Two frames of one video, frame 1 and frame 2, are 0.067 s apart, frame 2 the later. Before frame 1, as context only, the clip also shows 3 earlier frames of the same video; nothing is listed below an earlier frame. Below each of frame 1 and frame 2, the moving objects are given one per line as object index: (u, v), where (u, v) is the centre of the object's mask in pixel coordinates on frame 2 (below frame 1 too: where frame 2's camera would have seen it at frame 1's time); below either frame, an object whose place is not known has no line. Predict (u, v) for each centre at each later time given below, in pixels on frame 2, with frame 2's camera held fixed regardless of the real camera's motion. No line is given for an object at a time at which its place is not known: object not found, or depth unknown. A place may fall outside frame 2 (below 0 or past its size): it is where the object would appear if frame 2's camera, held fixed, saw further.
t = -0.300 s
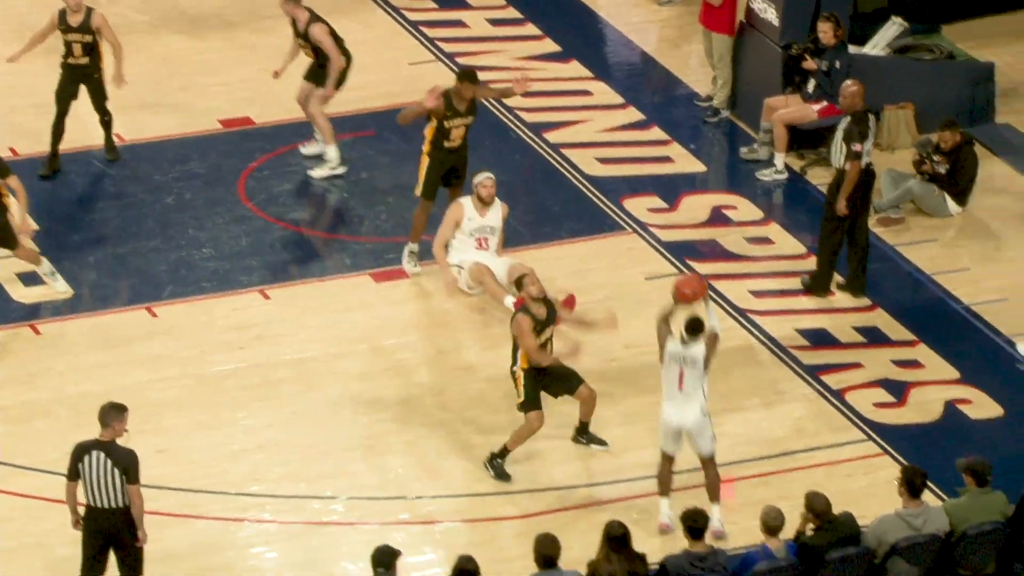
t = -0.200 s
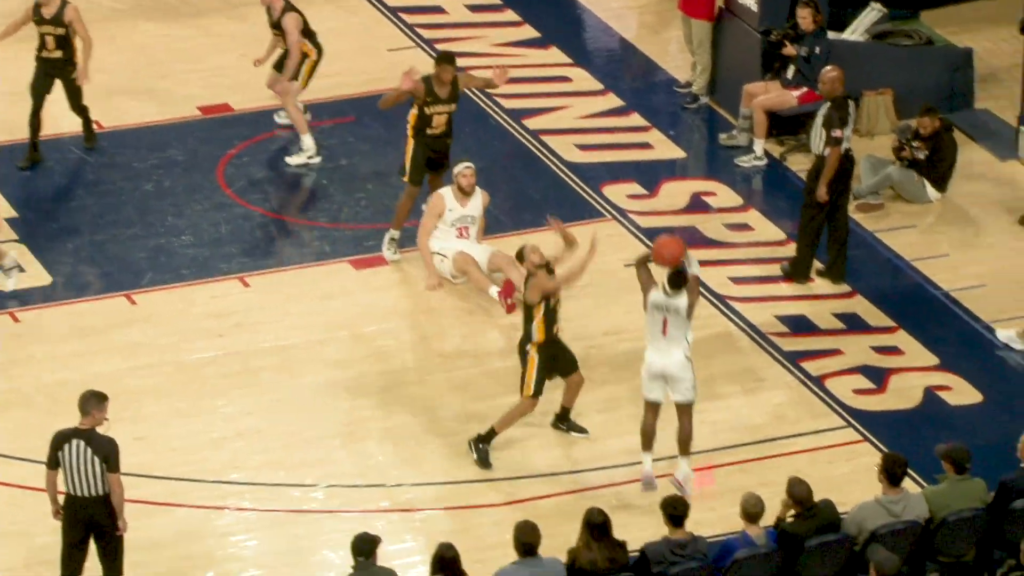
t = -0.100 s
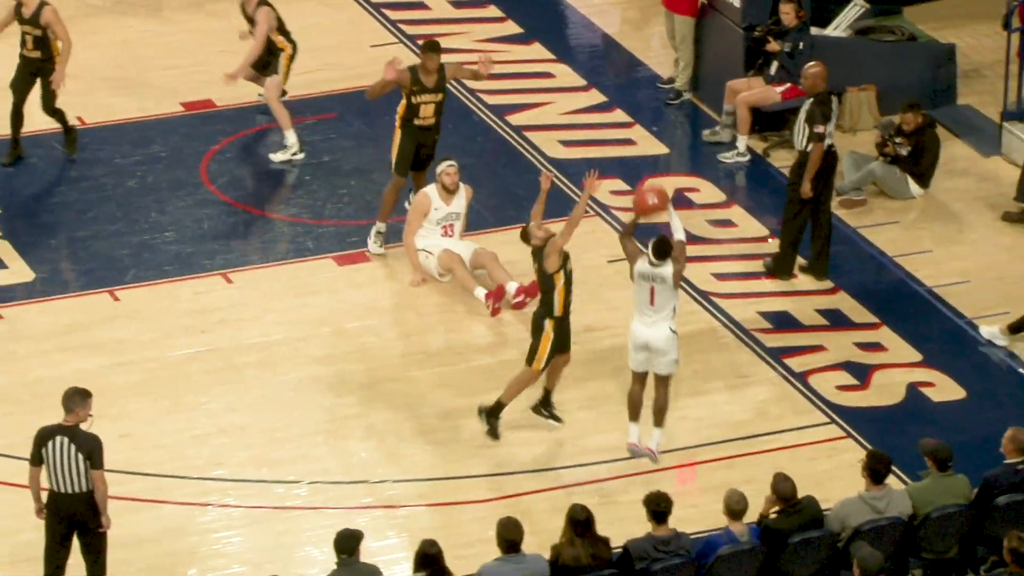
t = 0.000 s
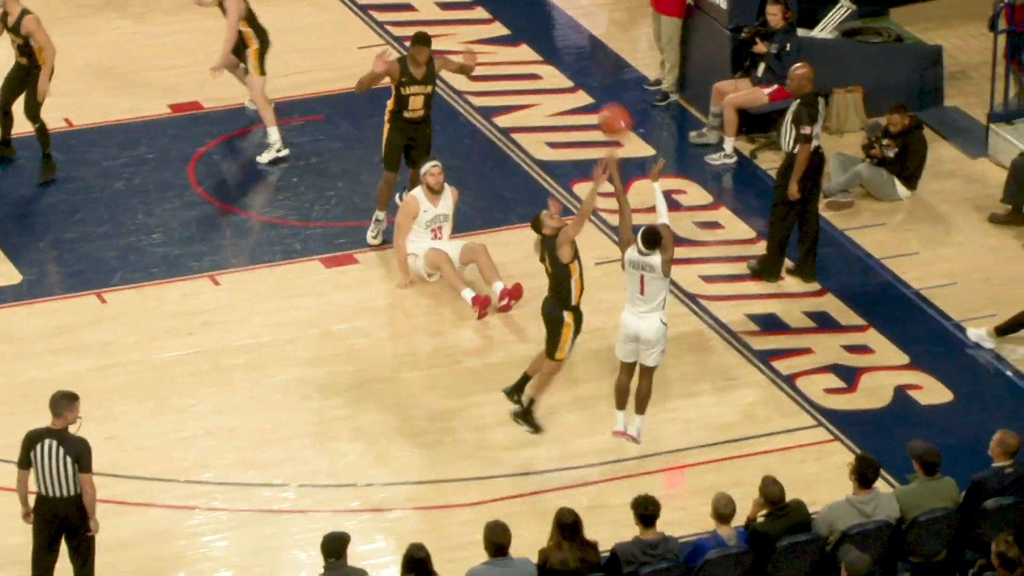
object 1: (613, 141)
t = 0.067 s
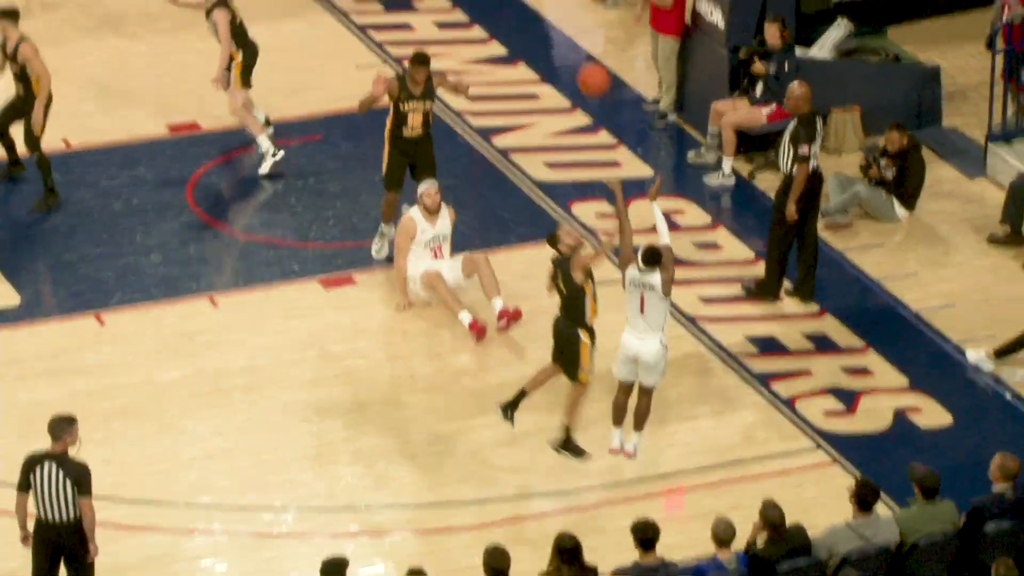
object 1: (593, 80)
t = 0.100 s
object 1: (584, 51)
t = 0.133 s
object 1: (573, 22)
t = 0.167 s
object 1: (563, -5)
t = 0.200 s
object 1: (553, -29)
